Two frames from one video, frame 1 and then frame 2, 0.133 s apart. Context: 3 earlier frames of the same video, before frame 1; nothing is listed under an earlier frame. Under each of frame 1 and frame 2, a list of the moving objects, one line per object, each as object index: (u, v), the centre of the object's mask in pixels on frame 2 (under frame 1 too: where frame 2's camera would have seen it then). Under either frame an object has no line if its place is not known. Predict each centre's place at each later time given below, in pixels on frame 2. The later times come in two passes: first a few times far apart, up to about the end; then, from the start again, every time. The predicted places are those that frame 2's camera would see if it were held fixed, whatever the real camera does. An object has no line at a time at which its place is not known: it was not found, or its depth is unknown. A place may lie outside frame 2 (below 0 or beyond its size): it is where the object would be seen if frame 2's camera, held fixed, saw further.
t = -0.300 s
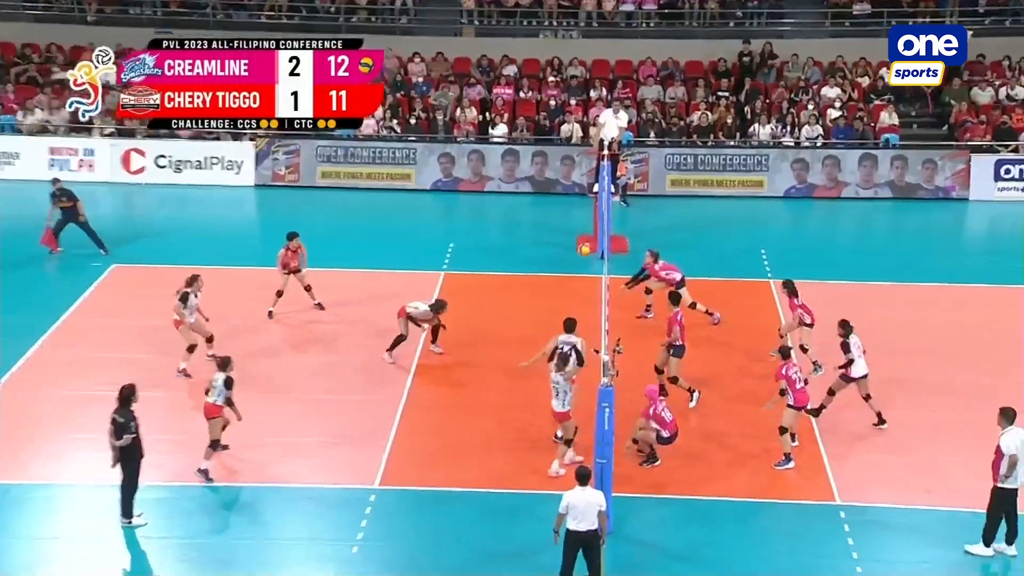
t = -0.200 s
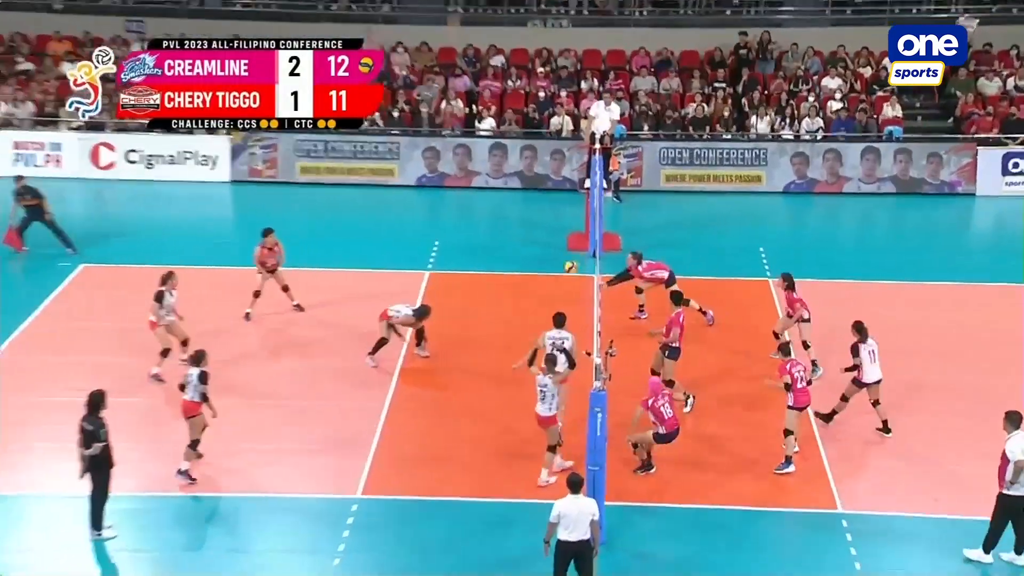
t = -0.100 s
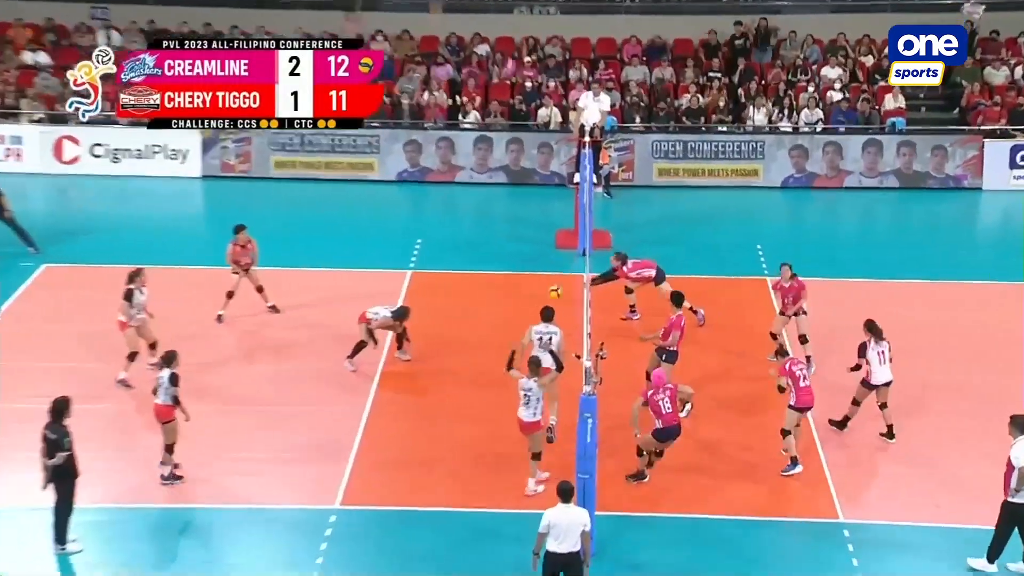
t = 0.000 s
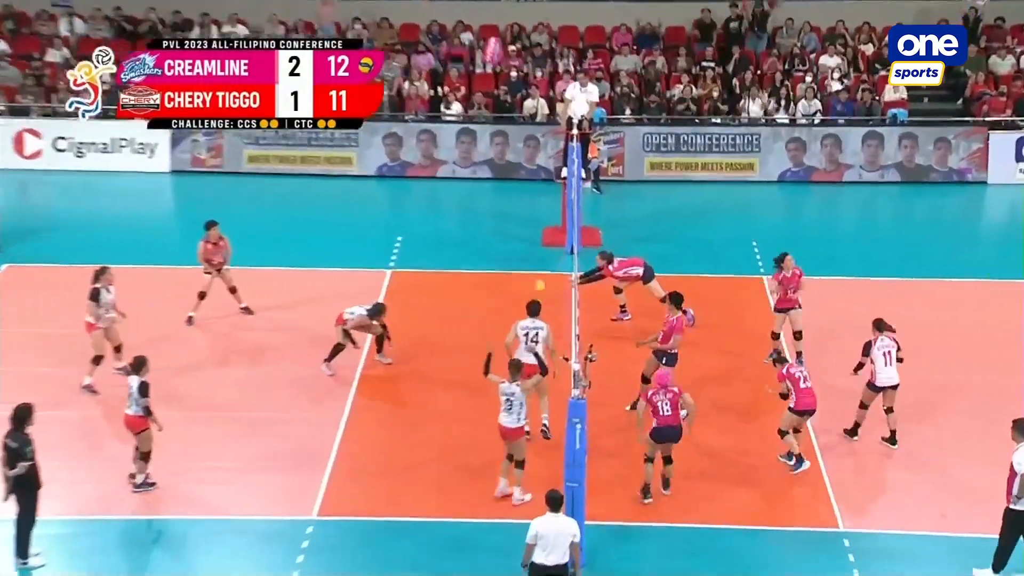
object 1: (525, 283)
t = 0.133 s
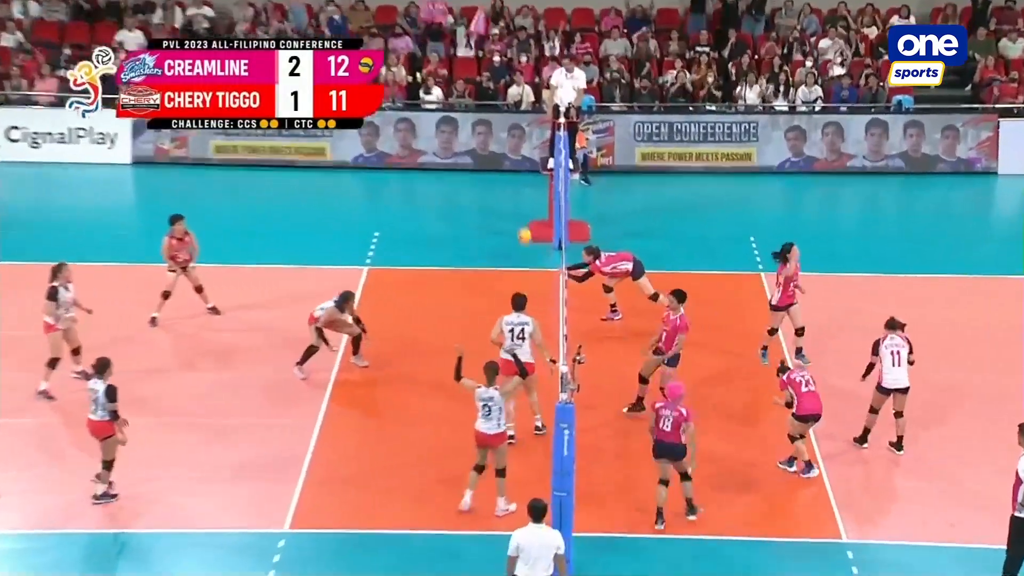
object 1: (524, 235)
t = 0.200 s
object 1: (524, 217)
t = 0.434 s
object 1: (522, 173)
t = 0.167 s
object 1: (523, 225)
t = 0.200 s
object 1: (524, 217)
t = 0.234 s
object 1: (524, 207)
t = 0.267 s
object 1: (524, 199)
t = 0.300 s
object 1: (523, 192)
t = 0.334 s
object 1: (523, 187)
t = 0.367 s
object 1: (522, 180)
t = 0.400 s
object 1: (523, 176)
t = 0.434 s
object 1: (522, 173)
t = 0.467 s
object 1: (522, 169)
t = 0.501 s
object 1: (522, 166)
